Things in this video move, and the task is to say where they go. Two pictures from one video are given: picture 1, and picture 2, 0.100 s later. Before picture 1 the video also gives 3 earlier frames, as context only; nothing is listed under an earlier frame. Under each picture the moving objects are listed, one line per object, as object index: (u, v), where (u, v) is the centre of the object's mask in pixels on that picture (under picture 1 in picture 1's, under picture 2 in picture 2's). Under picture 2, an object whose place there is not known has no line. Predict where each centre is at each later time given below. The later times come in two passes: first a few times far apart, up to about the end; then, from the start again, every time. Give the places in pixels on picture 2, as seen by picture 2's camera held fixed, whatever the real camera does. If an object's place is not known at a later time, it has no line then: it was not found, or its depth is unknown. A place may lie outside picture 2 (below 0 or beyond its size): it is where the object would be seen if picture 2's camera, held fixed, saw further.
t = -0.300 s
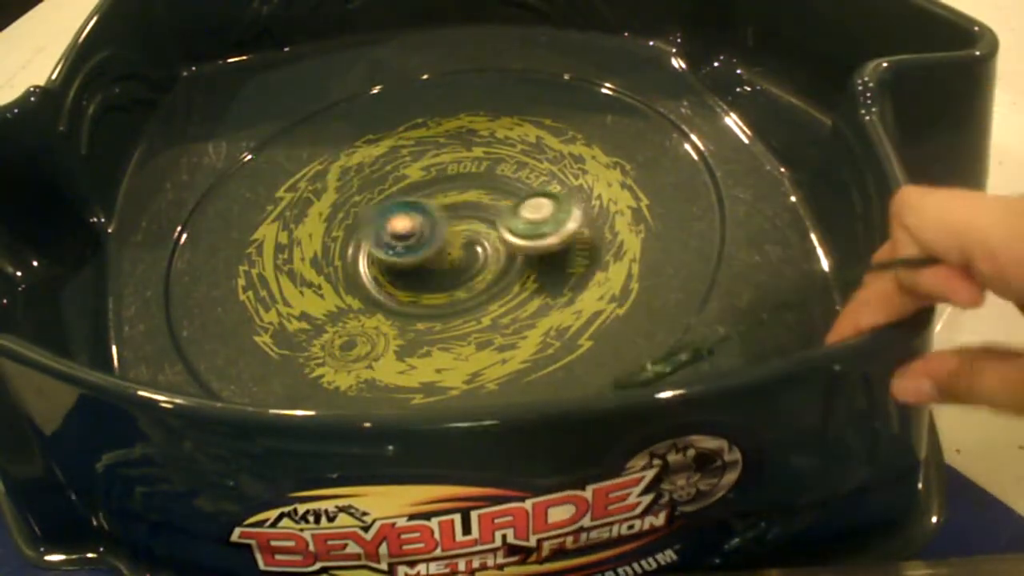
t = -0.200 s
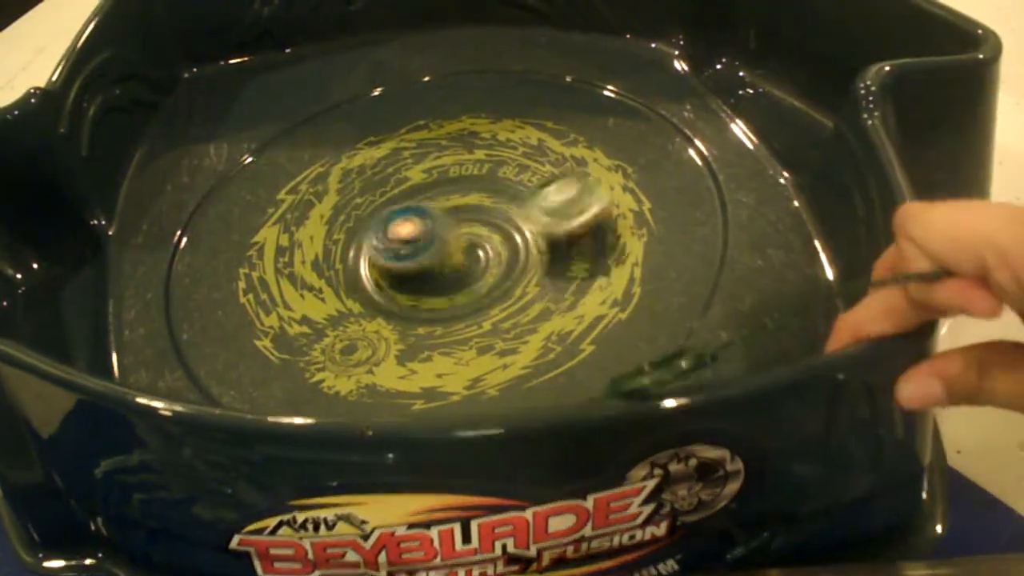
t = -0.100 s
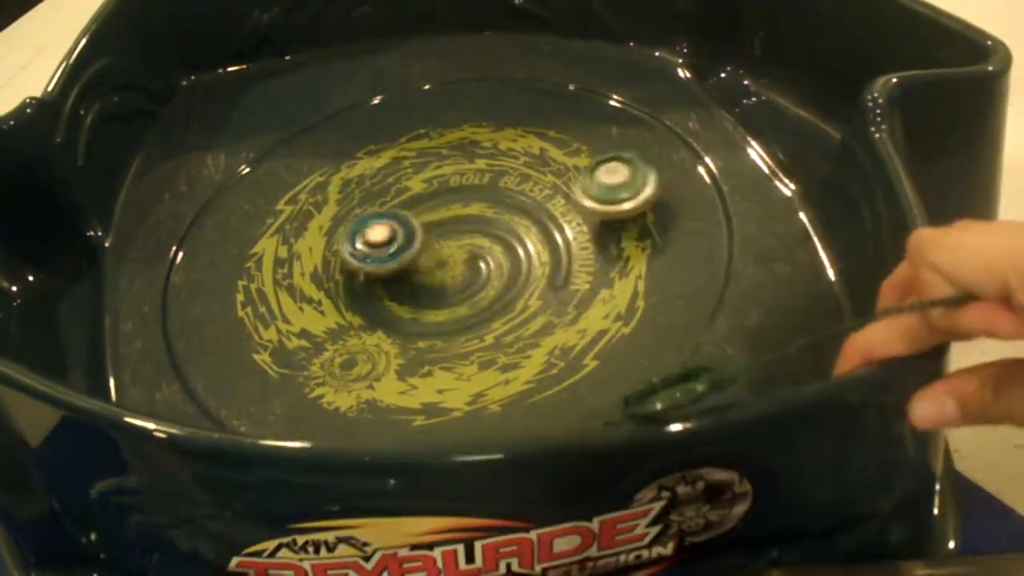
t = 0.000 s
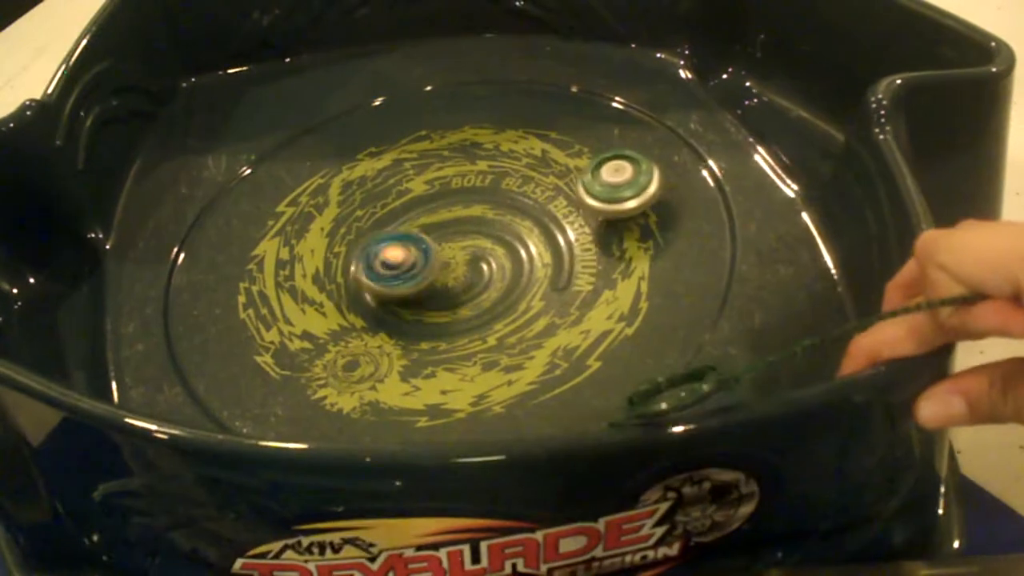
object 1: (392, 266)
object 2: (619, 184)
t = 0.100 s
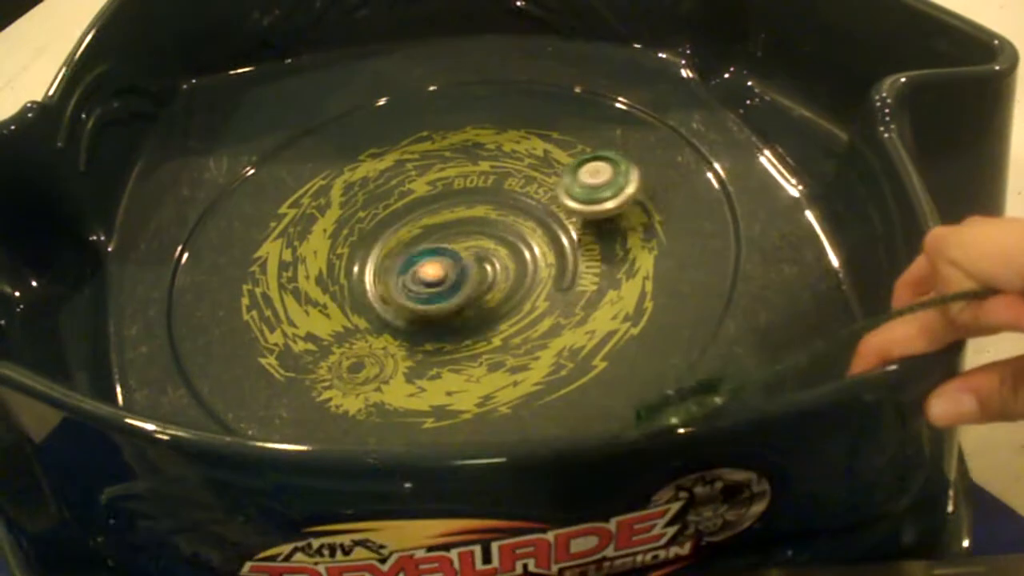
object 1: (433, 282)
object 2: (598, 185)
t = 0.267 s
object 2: (569, 175)
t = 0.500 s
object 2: (627, 78)
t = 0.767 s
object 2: (518, 135)
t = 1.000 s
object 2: (448, 212)
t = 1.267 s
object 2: (448, 256)
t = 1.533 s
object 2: (512, 267)
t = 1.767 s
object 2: (493, 284)
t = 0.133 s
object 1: (448, 281)
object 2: (588, 186)
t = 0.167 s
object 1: (462, 275)
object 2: (577, 188)
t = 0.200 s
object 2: (564, 190)
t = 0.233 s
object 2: (554, 194)
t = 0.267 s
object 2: (569, 175)
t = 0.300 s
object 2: (600, 142)
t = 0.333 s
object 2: (624, 116)
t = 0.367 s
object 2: (643, 91)
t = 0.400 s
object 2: (641, 79)
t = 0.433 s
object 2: (640, 78)
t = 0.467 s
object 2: (635, 78)
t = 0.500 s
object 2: (627, 78)
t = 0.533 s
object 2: (616, 81)
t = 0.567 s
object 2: (601, 88)
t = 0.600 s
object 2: (586, 95)
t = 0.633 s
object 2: (571, 103)
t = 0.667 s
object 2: (557, 109)
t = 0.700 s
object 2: (543, 118)
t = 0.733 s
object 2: (531, 127)
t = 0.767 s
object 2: (518, 135)
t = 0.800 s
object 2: (507, 145)
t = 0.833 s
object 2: (495, 155)
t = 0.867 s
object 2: (484, 168)
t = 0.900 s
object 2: (474, 179)
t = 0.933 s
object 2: (465, 188)
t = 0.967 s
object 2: (457, 200)
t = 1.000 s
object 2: (448, 212)
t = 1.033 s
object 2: (440, 220)
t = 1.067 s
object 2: (435, 228)
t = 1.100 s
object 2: (431, 235)
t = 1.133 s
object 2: (429, 240)
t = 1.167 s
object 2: (428, 246)
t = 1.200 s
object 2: (426, 250)
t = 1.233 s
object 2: (427, 254)
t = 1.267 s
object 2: (448, 256)
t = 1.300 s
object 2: (473, 258)
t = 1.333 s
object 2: (489, 259)
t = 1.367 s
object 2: (499, 261)
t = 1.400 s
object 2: (506, 261)
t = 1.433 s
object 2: (511, 264)
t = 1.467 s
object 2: (513, 266)
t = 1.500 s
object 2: (513, 267)
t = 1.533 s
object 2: (512, 267)
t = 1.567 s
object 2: (509, 268)
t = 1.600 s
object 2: (508, 271)
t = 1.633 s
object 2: (504, 274)
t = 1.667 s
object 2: (502, 276)
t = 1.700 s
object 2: (499, 279)
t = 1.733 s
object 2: (494, 283)
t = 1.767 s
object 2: (493, 284)
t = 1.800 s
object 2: (490, 286)
